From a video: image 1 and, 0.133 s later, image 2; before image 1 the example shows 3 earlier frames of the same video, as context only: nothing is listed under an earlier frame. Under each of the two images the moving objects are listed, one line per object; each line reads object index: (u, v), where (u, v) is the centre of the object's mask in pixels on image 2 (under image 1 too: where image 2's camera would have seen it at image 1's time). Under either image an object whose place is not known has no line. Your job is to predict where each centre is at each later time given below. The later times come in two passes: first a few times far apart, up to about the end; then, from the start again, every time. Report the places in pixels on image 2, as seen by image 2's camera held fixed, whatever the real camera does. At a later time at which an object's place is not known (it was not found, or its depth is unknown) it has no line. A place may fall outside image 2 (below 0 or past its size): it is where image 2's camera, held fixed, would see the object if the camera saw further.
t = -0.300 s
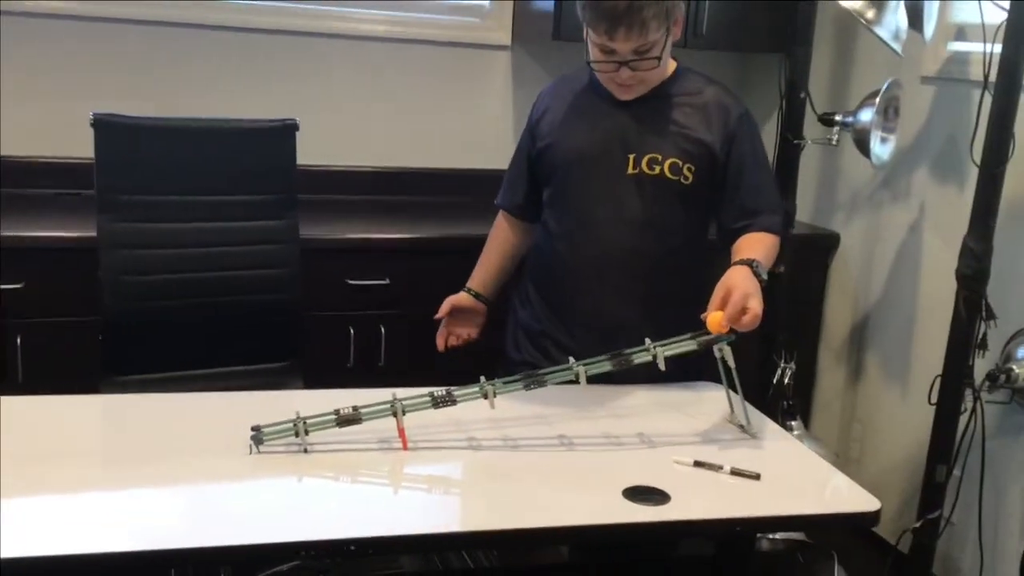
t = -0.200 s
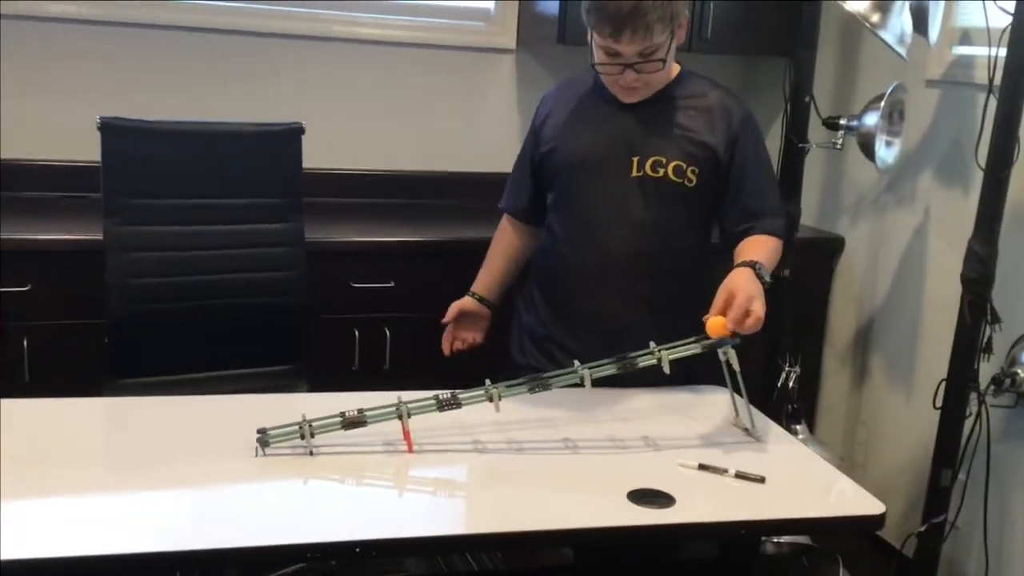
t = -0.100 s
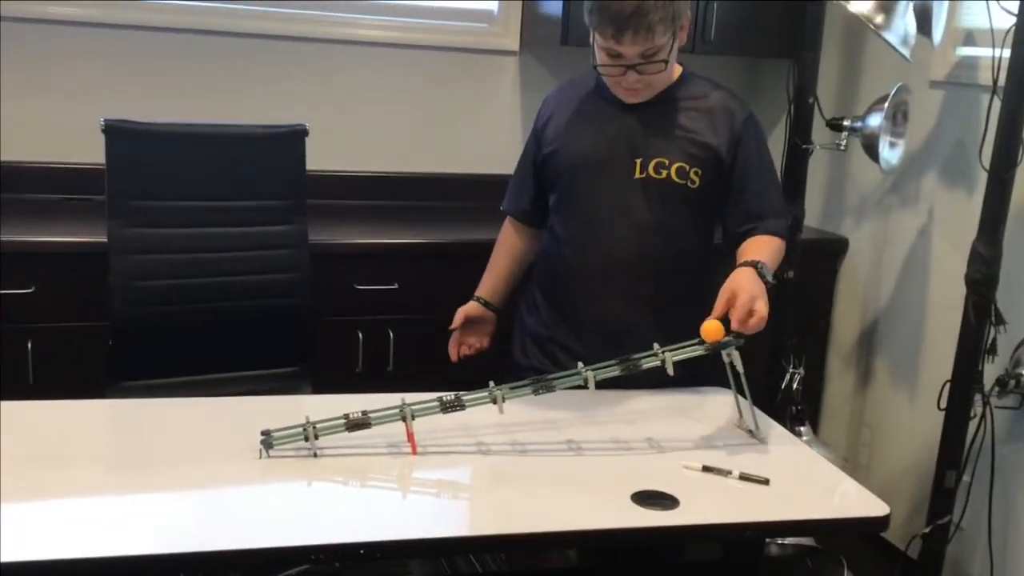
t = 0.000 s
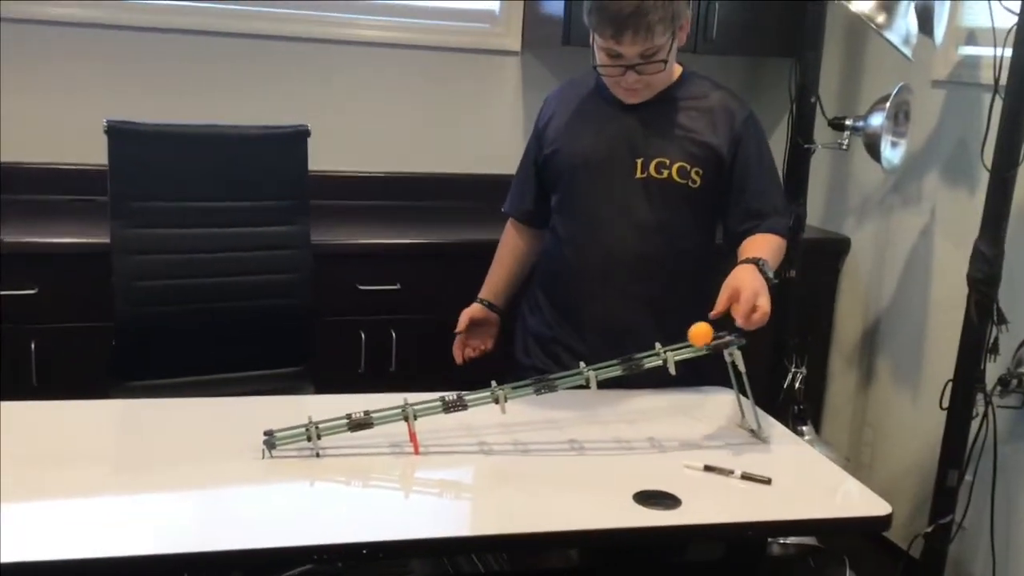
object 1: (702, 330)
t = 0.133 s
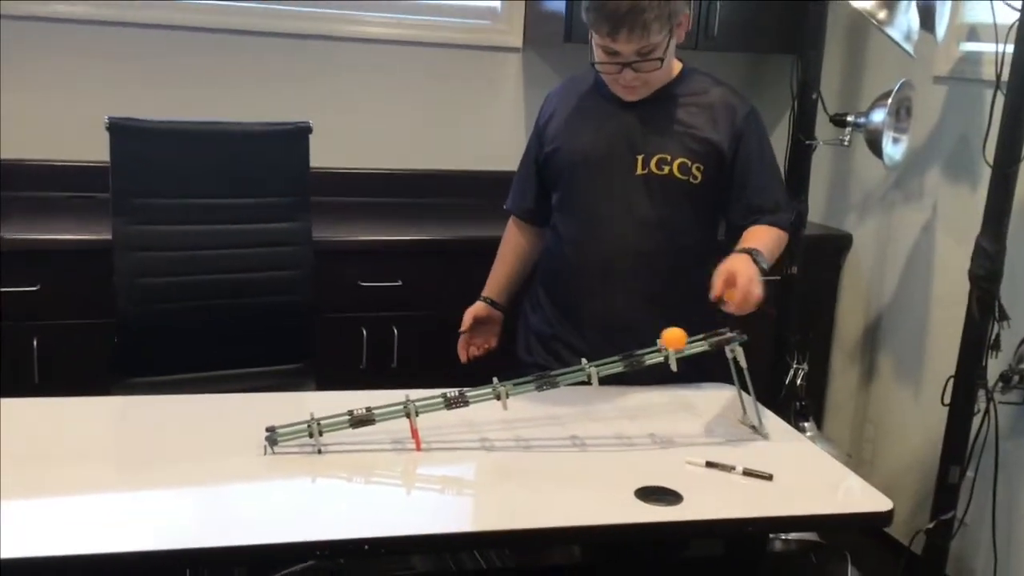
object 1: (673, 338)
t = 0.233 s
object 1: (656, 342)
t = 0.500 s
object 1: (593, 357)
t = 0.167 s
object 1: (667, 337)
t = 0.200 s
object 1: (662, 339)
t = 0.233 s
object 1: (656, 342)
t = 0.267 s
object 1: (648, 345)
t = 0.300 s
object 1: (641, 344)
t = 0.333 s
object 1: (635, 346)
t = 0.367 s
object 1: (627, 347)
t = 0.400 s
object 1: (620, 350)
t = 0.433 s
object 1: (612, 353)
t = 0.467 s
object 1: (603, 356)
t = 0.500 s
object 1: (593, 357)
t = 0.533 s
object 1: (585, 356)
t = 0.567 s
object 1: (576, 360)
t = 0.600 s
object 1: (566, 364)
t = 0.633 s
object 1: (557, 365)
